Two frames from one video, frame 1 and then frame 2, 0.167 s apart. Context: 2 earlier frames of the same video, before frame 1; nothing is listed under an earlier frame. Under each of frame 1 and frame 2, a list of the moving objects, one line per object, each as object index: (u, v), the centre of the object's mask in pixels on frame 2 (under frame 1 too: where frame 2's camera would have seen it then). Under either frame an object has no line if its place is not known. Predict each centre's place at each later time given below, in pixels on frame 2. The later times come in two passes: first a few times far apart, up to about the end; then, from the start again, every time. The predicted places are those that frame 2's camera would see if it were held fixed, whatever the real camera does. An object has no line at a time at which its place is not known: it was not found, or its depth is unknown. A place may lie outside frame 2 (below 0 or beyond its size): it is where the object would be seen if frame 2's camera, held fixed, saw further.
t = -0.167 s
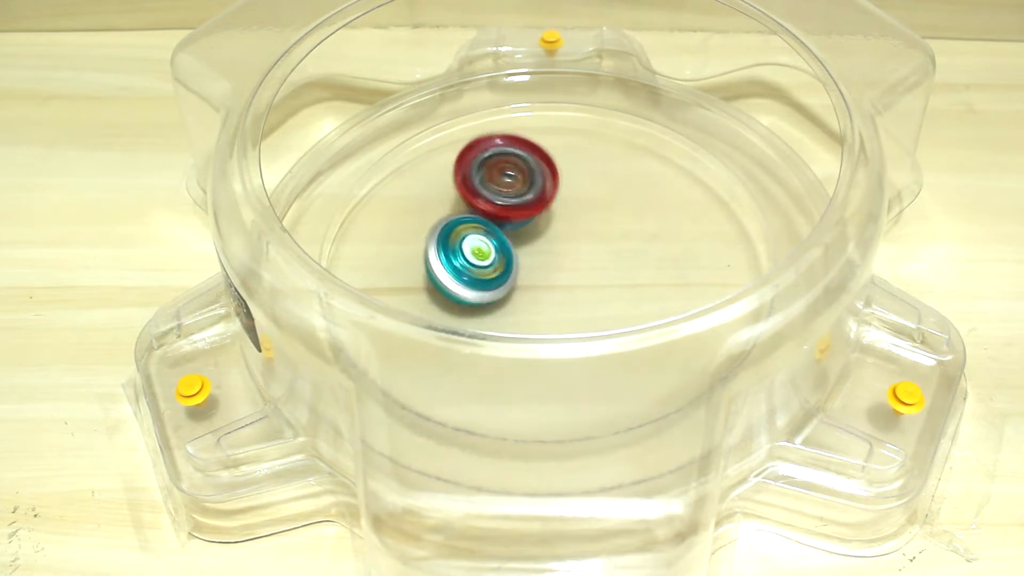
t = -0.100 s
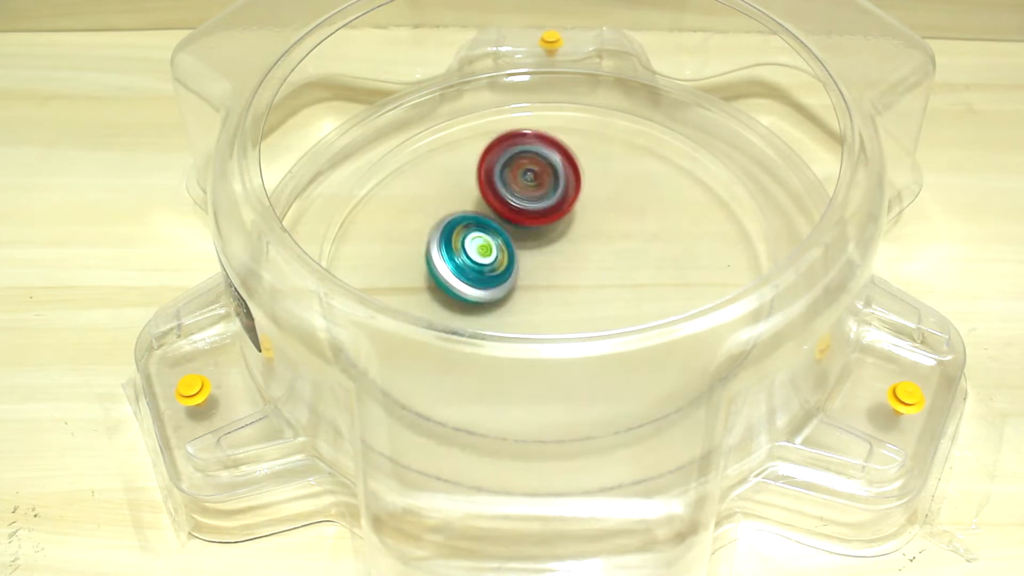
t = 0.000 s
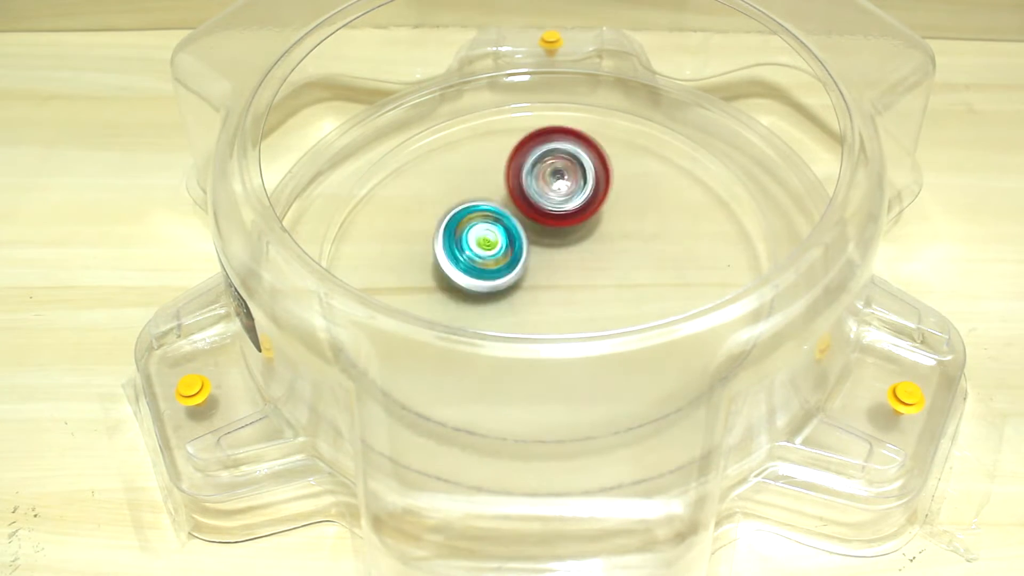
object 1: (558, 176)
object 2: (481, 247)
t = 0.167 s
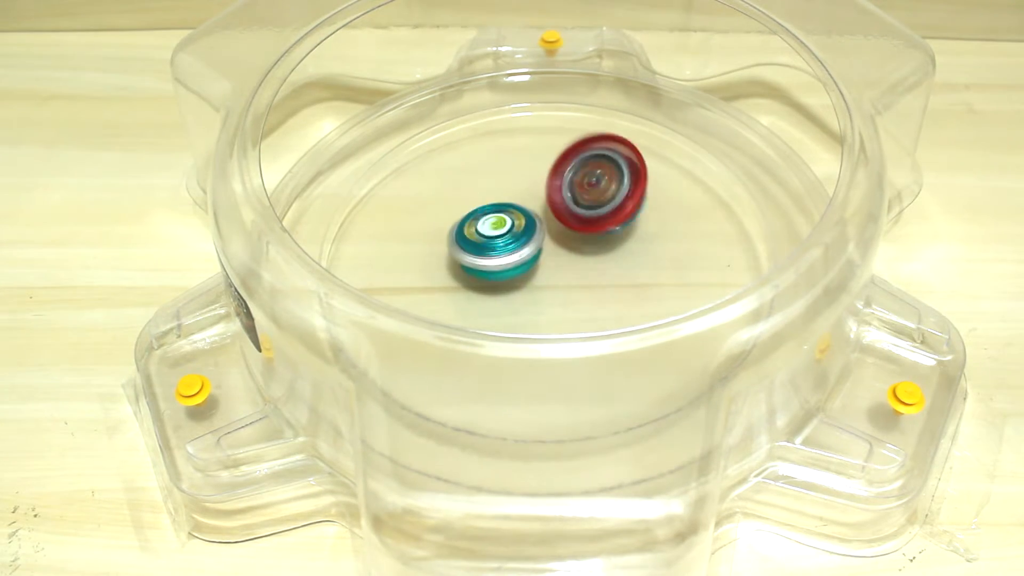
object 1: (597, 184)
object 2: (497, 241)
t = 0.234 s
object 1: (603, 195)
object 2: (498, 243)
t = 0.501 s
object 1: (589, 240)
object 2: (483, 238)
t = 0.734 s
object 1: (607, 261)
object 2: (441, 202)
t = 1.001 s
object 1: (594, 235)
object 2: (483, 219)
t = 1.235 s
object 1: (694, 238)
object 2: (449, 236)
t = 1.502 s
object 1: (648, 233)
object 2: (462, 247)
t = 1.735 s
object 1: (598, 243)
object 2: (453, 232)
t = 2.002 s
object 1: (570, 230)
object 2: (473, 244)
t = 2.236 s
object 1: (566, 229)
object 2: (466, 256)
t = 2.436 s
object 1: (586, 255)
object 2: (461, 248)
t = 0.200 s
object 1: (602, 190)
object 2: (498, 241)
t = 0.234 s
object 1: (603, 195)
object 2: (498, 243)
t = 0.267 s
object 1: (602, 202)
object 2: (496, 242)
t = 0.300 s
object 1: (601, 209)
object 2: (497, 241)
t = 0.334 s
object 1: (599, 215)
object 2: (497, 241)
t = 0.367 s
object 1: (600, 222)
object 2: (491, 241)
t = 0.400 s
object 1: (600, 227)
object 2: (489, 240)
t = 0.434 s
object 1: (596, 233)
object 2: (488, 241)
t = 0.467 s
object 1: (592, 237)
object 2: (485, 240)
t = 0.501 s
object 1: (589, 240)
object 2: (483, 238)
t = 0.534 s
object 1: (587, 244)
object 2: (481, 237)
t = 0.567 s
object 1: (601, 248)
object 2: (462, 229)
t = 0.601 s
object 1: (609, 250)
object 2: (451, 220)
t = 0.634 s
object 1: (614, 250)
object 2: (445, 215)
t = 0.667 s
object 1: (614, 263)
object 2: (440, 209)
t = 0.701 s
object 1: (611, 262)
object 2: (439, 203)
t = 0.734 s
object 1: (607, 261)
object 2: (441, 202)
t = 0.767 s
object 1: (603, 258)
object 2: (443, 201)
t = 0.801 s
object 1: (599, 255)
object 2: (446, 199)
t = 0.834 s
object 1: (596, 251)
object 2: (451, 198)
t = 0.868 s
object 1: (594, 247)
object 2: (455, 201)
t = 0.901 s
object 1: (593, 244)
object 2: (459, 202)
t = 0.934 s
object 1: (593, 241)
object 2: (467, 206)
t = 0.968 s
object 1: (593, 237)
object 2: (474, 213)
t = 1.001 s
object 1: (594, 235)
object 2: (483, 219)
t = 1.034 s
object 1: (596, 232)
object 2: (495, 225)
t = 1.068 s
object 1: (614, 235)
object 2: (493, 227)
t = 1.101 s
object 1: (637, 240)
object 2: (480, 228)
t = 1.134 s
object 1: (656, 240)
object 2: (469, 226)
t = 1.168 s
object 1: (673, 241)
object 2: (461, 228)
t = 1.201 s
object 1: (685, 240)
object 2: (455, 232)
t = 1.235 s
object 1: (694, 238)
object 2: (449, 236)
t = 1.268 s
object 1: (698, 235)
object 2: (447, 239)
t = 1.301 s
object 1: (699, 234)
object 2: (446, 239)
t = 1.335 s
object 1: (695, 235)
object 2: (447, 240)
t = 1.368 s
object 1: (686, 236)
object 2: (449, 240)
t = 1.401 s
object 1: (676, 234)
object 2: (452, 242)
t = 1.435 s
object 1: (665, 232)
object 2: (455, 244)
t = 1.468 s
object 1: (658, 233)
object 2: (459, 246)
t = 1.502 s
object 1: (648, 233)
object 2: (462, 247)
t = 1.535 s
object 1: (632, 224)
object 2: (467, 247)
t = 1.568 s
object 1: (620, 223)
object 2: (474, 248)
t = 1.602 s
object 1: (607, 224)
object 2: (481, 249)
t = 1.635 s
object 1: (592, 226)
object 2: (487, 250)
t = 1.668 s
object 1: (594, 231)
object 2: (472, 246)
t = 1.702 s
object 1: (598, 238)
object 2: (461, 239)
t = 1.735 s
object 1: (598, 243)
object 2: (453, 232)
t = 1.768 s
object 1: (596, 245)
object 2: (449, 229)
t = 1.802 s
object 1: (593, 244)
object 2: (451, 228)
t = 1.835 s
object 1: (589, 244)
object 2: (456, 229)
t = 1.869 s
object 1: (583, 241)
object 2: (462, 229)
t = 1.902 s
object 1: (578, 239)
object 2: (467, 231)
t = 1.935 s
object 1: (572, 236)
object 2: (472, 236)
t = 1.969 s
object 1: (567, 231)
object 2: (474, 241)
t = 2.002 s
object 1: (570, 230)
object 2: (473, 244)
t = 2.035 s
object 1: (569, 225)
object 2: (470, 248)
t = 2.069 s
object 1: (571, 224)
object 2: (467, 250)
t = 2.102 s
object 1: (572, 225)
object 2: (467, 253)
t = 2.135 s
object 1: (573, 225)
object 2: (467, 255)
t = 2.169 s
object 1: (571, 225)
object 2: (466, 256)
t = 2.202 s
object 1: (569, 228)
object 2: (466, 256)
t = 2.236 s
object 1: (566, 229)
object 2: (466, 256)
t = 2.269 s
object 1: (563, 231)
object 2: (466, 256)
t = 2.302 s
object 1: (565, 234)
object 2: (464, 254)
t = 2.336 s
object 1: (572, 237)
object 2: (462, 252)
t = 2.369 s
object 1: (576, 242)
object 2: (462, 251)
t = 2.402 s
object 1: (583, 248)
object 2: (462, 249)
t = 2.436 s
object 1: (586, 255)
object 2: (461, 248)
